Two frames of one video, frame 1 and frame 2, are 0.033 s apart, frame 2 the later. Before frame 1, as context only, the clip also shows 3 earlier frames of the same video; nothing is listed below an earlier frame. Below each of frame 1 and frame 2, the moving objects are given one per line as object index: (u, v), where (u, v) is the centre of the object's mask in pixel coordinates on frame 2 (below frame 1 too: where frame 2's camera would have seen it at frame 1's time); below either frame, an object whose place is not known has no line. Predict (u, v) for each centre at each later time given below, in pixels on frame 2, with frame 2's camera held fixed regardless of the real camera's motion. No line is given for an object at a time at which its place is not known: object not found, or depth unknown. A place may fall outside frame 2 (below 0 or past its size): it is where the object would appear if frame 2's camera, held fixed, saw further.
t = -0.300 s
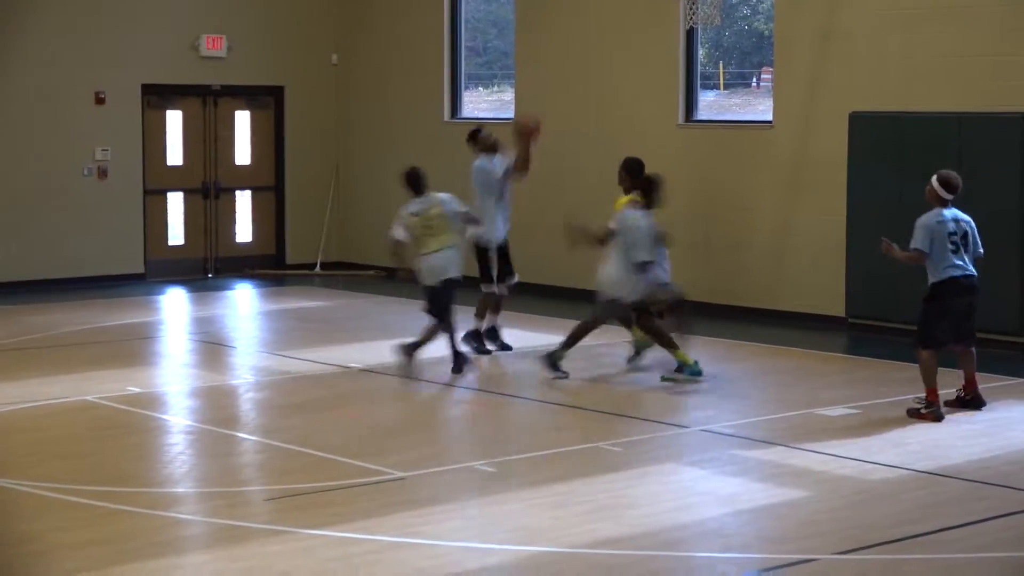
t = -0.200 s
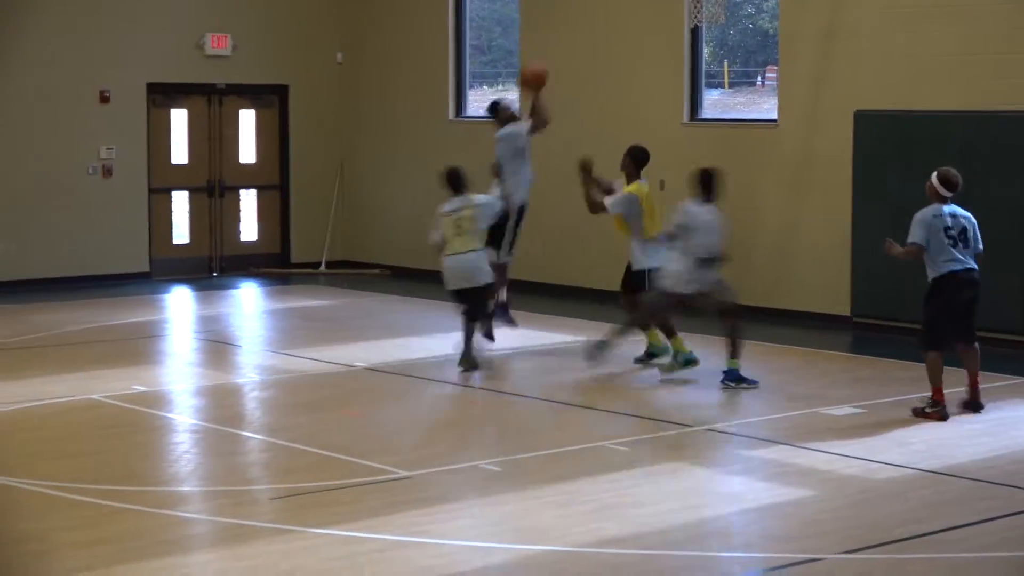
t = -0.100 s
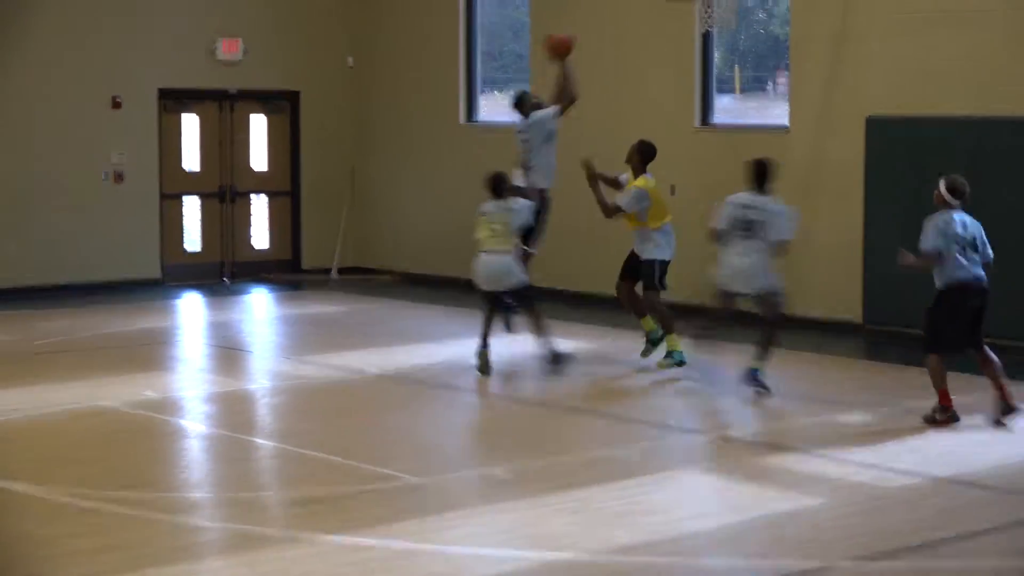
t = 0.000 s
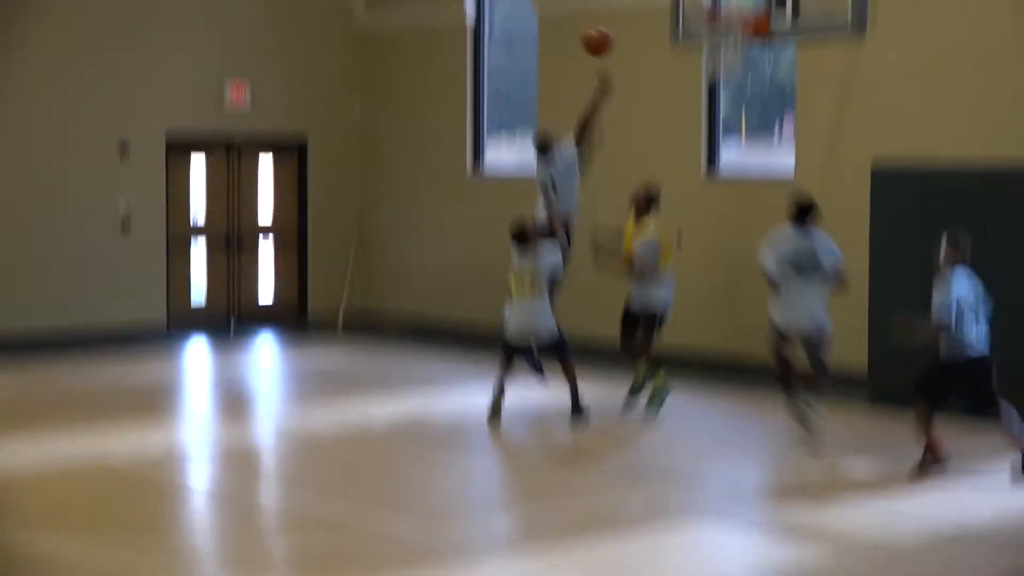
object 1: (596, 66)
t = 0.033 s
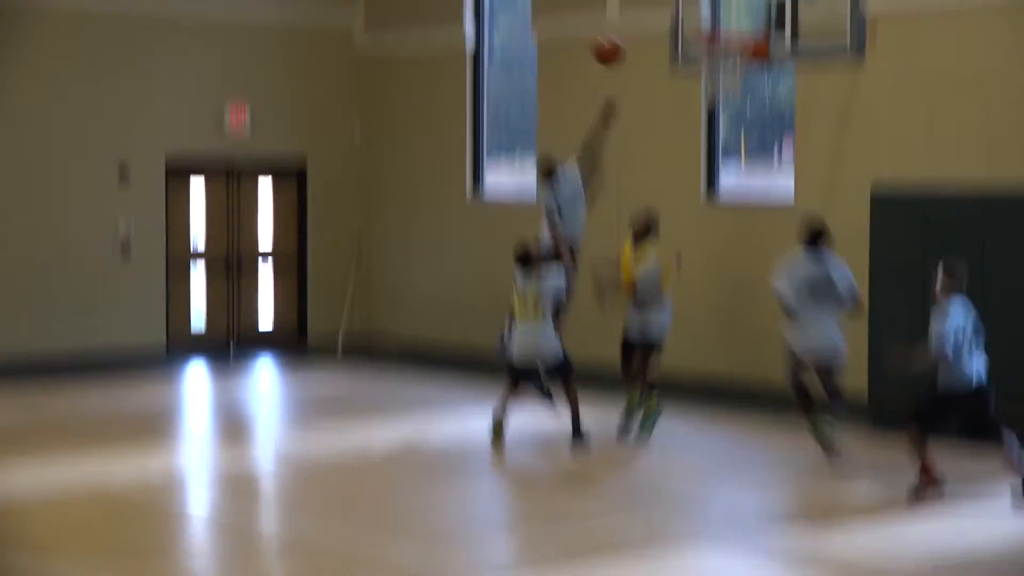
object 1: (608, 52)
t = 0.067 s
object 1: (621, 39)
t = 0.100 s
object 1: (632, 27)
